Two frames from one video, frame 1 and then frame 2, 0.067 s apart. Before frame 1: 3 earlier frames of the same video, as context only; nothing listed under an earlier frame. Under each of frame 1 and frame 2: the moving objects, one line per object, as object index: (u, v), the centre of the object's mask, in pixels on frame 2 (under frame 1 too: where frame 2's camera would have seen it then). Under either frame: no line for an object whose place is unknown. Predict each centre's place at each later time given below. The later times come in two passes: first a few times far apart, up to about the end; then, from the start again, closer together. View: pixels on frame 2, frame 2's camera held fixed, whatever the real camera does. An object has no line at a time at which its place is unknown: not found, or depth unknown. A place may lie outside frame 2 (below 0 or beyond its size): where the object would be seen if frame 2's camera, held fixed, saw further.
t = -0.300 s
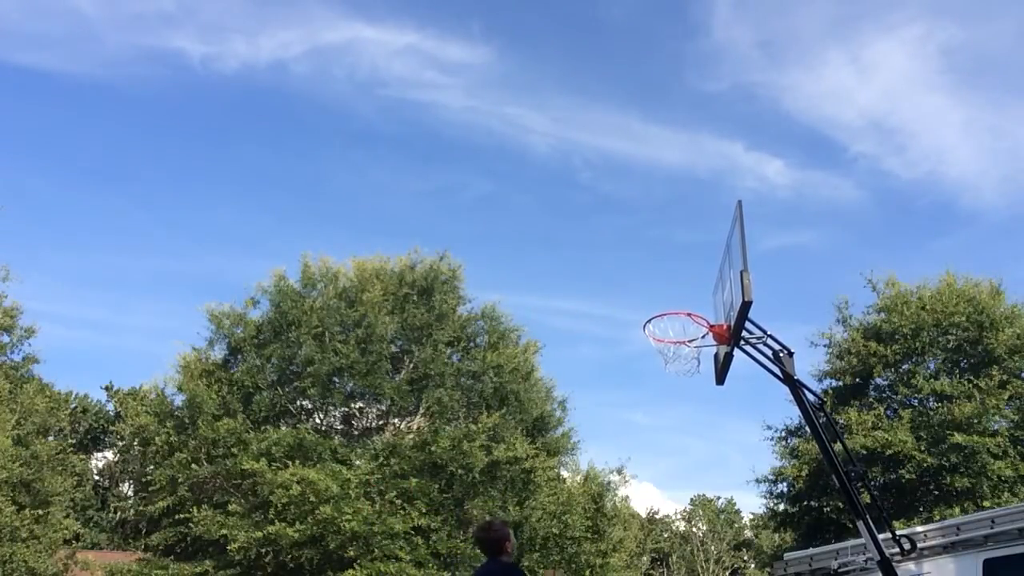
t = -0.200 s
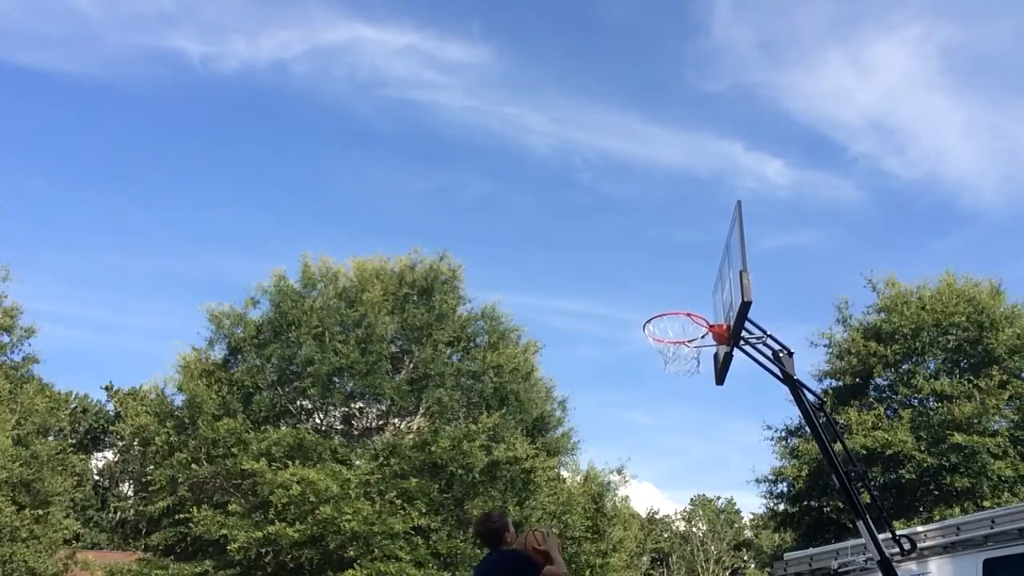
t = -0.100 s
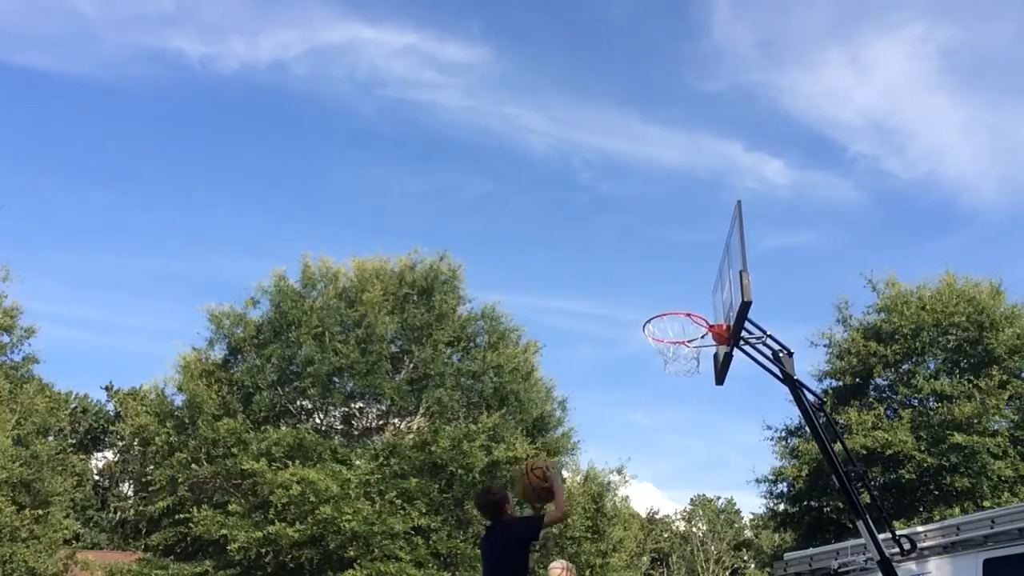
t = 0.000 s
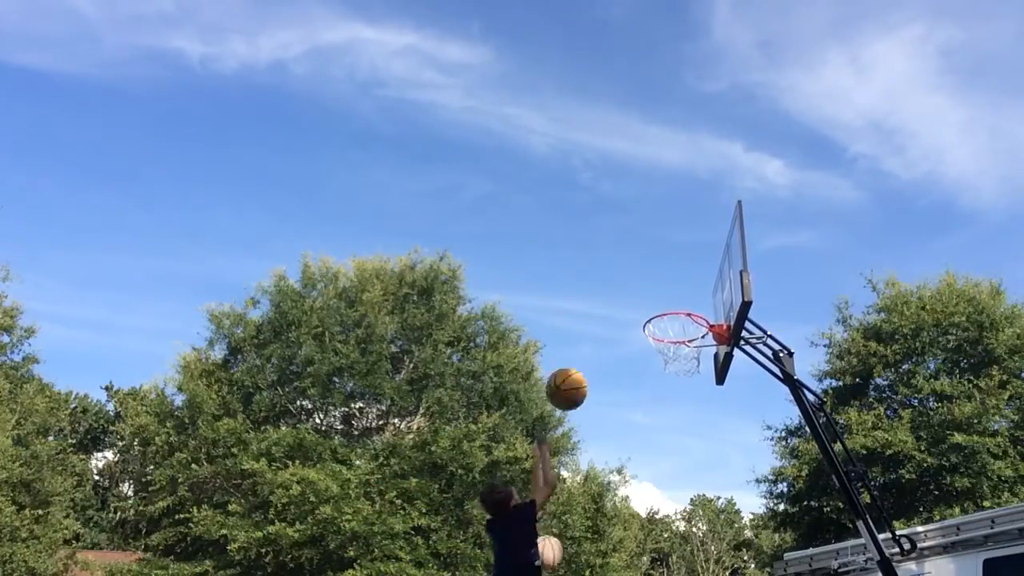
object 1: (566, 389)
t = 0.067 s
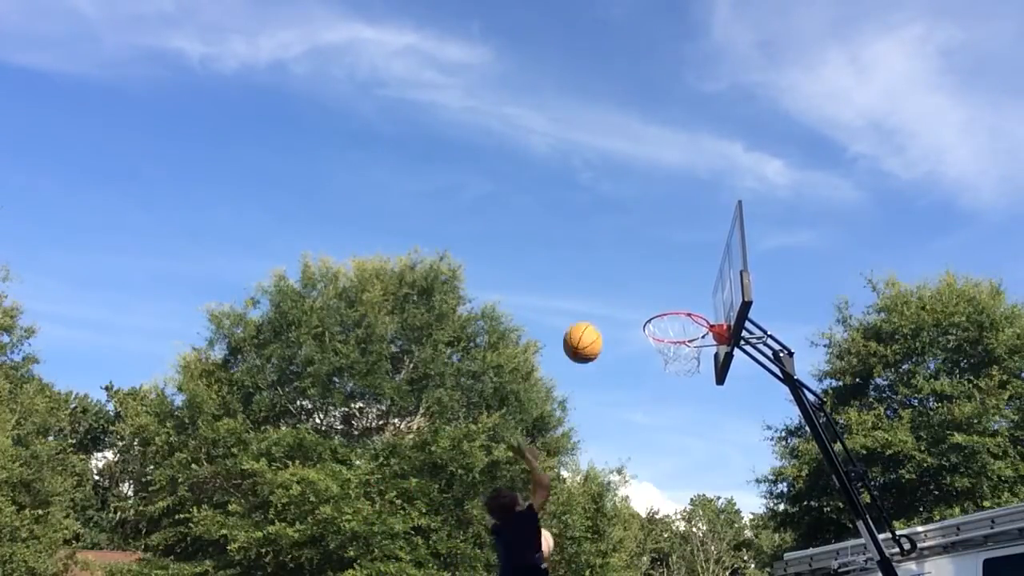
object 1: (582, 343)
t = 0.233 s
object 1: (617, 272)
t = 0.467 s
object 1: (659, 248)
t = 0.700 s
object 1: (700, 289)
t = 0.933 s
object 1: (700, 300)
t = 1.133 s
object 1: (686, 331)
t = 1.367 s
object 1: (674, 413)
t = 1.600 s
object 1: (668, 563)
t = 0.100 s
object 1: (590, 324)
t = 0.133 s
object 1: (597, 308)
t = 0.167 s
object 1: (604, 294)
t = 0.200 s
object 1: (611, 282)
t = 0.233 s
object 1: (617, 272)
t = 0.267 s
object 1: (624, 264)
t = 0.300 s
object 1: (630, 258)
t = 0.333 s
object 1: (636, 253)
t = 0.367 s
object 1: (642, 250)
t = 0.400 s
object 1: (648, 248)
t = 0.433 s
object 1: (653, 247)
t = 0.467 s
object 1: (659, 248)
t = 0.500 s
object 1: (665, 250)
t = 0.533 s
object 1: (671, 253)
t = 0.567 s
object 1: (677, 258)
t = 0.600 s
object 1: (682, 264)
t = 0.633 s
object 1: (688, 271)
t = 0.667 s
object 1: (694, 279)
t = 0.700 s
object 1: (700, 289)
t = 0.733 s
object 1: (706, 299)
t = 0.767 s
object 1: (712, 310)
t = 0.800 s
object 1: (712, 306)
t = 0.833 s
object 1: (709, 303)
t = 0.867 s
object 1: (706, 301)
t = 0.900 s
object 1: (703, 300)
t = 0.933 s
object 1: (700, 300)
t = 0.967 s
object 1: (698, 302)
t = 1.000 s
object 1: (695, 304)
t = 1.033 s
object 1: (693, 310)
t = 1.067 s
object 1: (690, 316)
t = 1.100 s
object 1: (688, 324)
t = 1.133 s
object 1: (686, 331)
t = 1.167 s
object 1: (684, 342)
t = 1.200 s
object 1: (682, 353)
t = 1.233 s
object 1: (680, 364)
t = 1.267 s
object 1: (678, 374)
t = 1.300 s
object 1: (677, 386)
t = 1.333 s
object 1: (676, 398)
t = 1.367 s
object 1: (674, 413)
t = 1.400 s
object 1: (673, 429)
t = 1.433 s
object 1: (672, 447)
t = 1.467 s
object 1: (671, 466)
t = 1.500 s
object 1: (670, 487)
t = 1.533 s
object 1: (669, 511)
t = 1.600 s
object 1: (668, 563)
